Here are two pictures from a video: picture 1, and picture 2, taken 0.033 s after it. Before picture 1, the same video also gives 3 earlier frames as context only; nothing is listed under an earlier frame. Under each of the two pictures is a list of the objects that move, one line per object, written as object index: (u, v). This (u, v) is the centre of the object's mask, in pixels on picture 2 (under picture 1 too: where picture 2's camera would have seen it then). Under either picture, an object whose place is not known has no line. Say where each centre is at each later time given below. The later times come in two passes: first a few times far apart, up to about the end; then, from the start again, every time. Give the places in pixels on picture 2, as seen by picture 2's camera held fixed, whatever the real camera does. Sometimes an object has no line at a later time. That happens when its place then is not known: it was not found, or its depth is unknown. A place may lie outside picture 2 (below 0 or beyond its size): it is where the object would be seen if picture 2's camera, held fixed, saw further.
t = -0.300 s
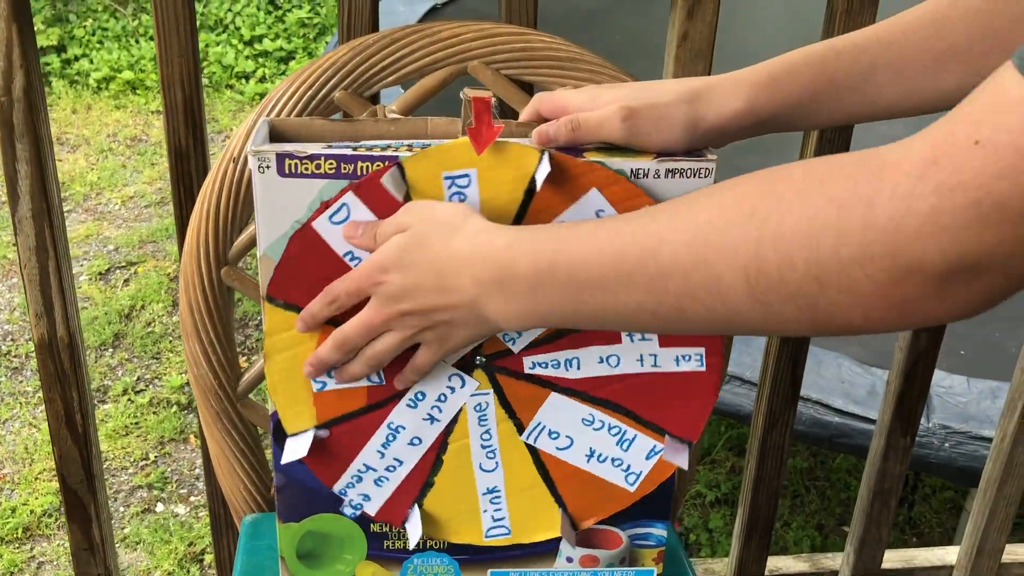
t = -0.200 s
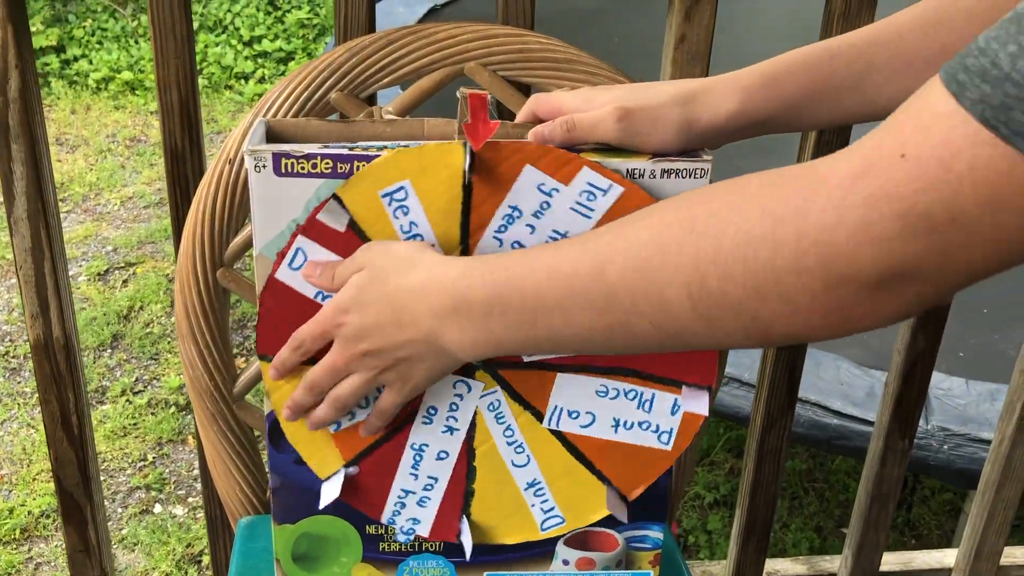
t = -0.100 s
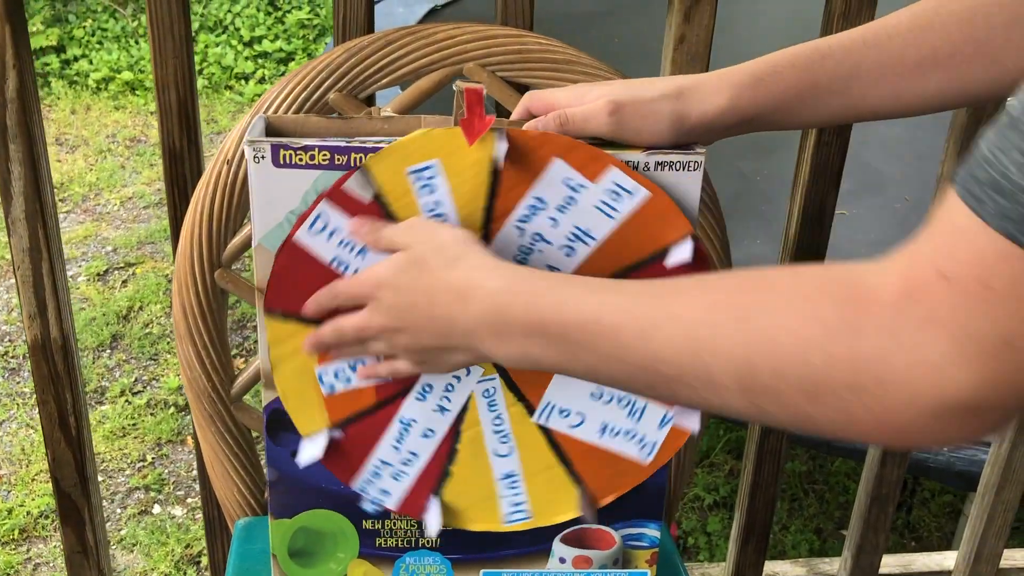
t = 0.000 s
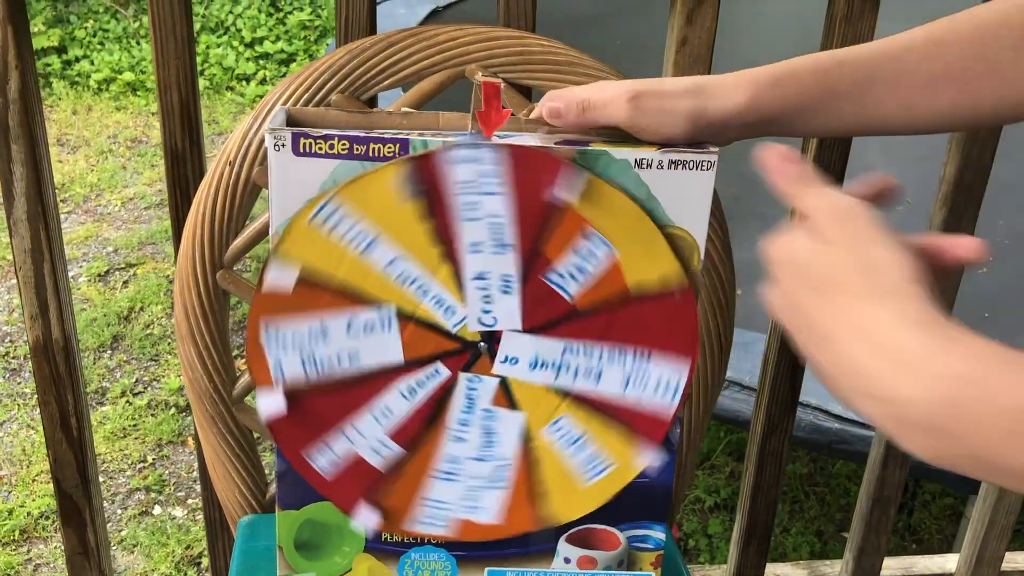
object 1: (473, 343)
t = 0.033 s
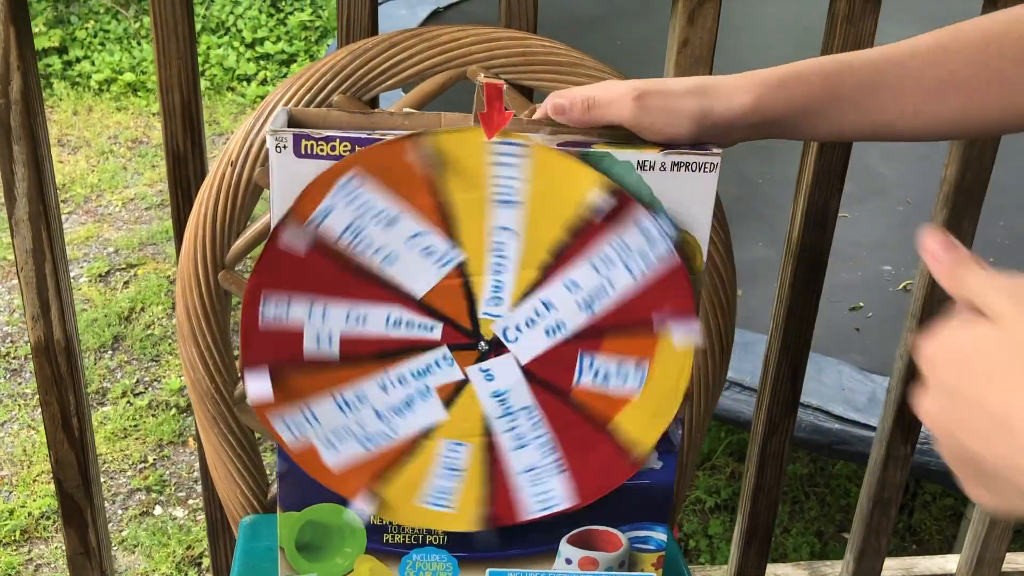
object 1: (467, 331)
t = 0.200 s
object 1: (479, 360)
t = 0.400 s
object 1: (486, 331)
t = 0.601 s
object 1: (462, 335)
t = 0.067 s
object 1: (474, 324)
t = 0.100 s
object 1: (485, 326)
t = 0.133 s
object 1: (494, 337)
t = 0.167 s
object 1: (491, 351)
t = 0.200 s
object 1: (479, 360)
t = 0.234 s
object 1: (465, 358)
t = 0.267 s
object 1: (453, 347)
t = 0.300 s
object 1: (455, 335)
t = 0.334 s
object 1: (464, 328)
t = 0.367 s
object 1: (475, 326)
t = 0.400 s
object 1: (486, 331)
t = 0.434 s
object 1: (491, 338)
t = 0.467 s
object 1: (488, 345)
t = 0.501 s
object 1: (481, 349)
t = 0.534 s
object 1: (472, 349)
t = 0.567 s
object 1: (465, 345)
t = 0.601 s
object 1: (462, 335)
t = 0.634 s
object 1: (464, 325)
